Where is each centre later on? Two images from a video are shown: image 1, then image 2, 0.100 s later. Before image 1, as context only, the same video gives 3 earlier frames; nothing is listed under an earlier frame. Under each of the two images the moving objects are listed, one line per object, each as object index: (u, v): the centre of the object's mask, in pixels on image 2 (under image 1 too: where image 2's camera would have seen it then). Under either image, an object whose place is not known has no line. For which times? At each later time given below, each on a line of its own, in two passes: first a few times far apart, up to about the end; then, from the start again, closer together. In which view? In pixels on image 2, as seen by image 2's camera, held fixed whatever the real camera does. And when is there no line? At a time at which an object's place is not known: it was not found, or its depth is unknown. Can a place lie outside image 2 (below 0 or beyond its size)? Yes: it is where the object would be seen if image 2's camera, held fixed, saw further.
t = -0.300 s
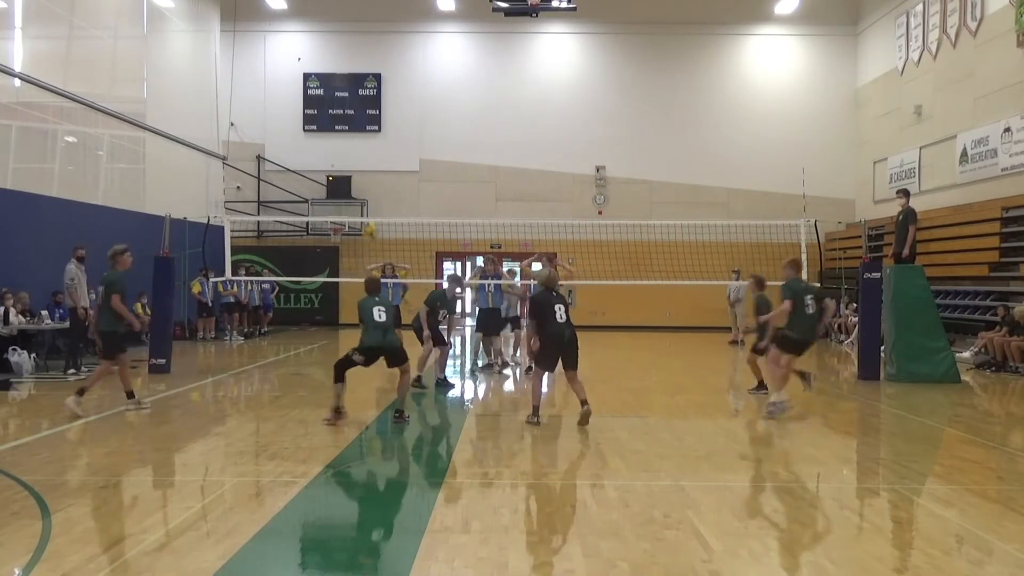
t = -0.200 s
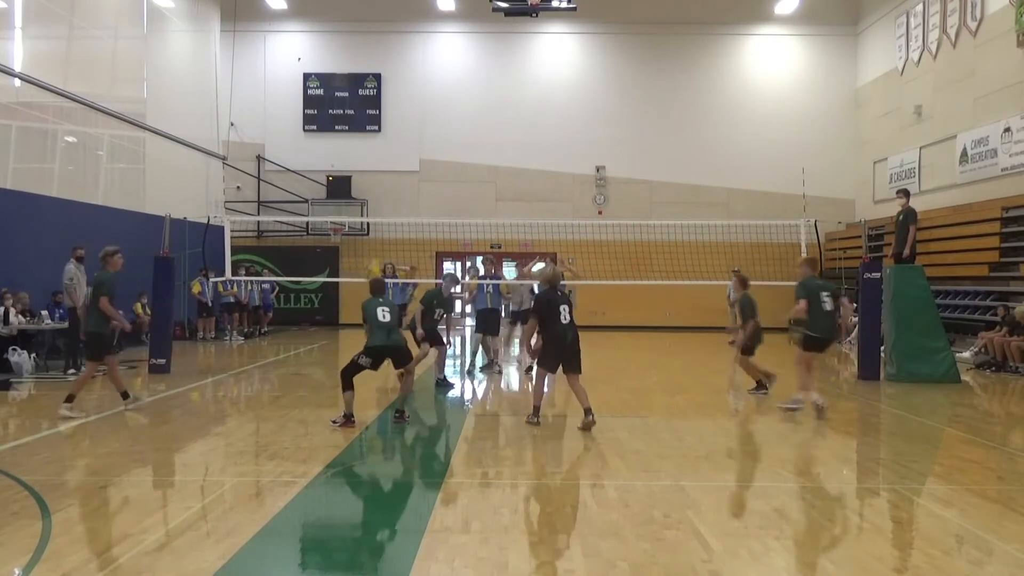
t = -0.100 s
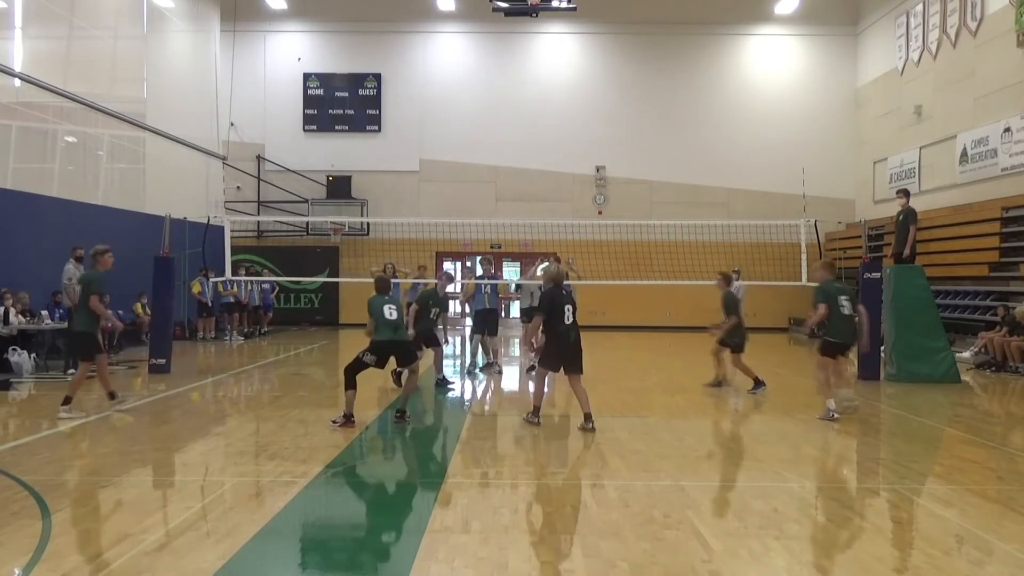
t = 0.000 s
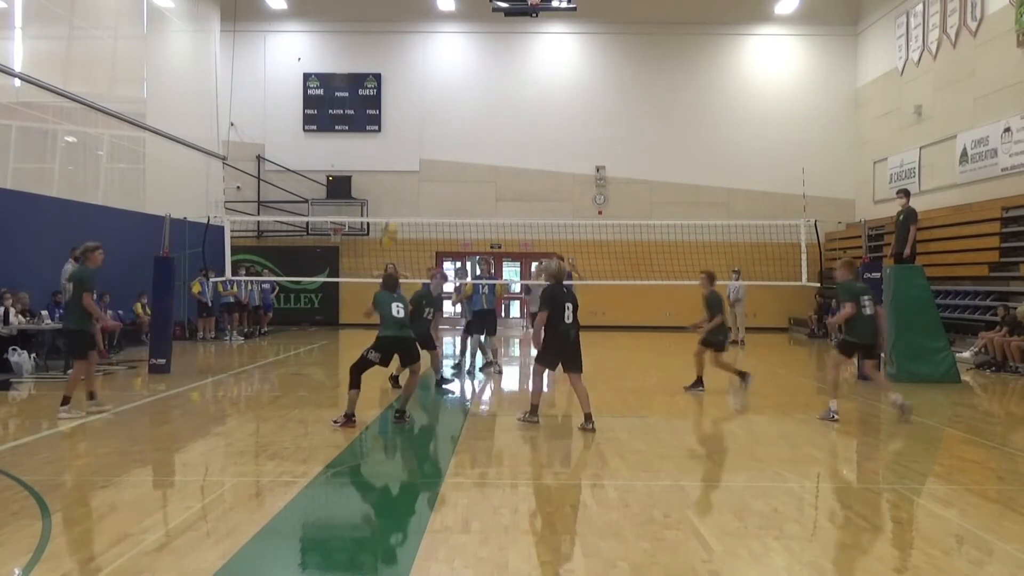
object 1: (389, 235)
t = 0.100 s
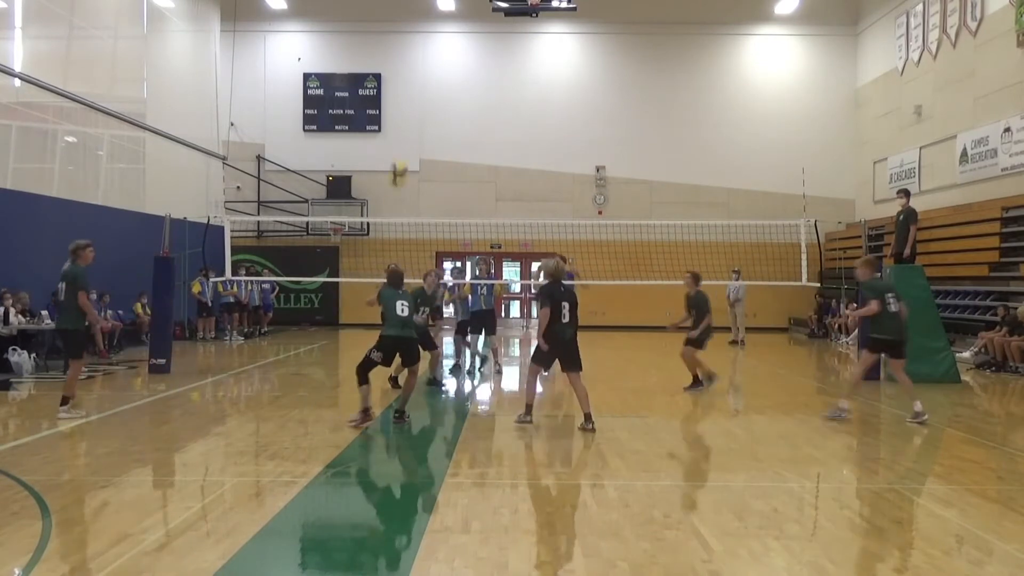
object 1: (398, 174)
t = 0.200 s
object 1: (407, 123)
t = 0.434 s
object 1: (429, 42)
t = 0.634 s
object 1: (447, 12)
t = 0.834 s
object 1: (464, 10)
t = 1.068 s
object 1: (482, 51)
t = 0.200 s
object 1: (407, 123)
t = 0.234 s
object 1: (410, 108)
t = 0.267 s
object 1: (414, 93)
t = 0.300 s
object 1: (417, 82)
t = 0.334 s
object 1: (420, 71)
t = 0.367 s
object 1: (423, 59)
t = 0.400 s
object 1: (426, 50)
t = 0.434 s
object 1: (429, 42)
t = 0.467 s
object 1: (432, 34)
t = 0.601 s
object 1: (444, 14)
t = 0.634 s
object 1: (447, 12)
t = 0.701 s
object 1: (453, 8)
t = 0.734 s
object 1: (456, 7)
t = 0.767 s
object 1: (459, 8)
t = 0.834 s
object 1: (464, 10)
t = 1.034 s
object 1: (479, 43)
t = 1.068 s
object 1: (482, 51)
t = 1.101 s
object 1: (484, 61)
